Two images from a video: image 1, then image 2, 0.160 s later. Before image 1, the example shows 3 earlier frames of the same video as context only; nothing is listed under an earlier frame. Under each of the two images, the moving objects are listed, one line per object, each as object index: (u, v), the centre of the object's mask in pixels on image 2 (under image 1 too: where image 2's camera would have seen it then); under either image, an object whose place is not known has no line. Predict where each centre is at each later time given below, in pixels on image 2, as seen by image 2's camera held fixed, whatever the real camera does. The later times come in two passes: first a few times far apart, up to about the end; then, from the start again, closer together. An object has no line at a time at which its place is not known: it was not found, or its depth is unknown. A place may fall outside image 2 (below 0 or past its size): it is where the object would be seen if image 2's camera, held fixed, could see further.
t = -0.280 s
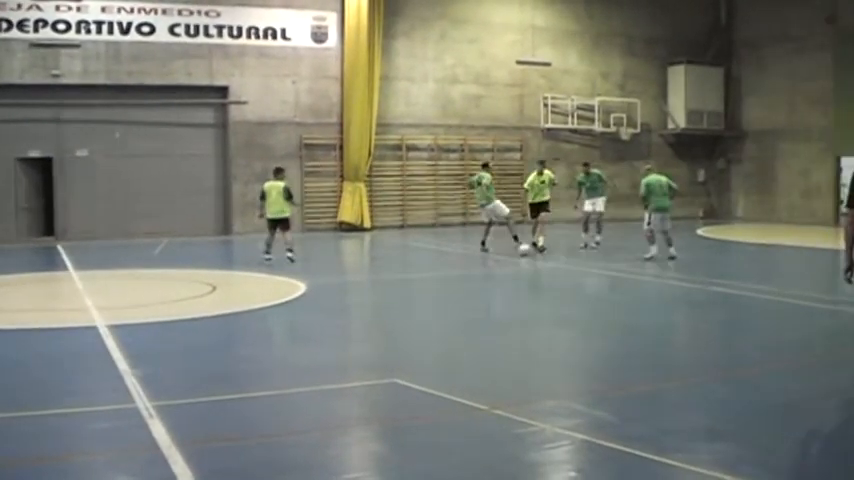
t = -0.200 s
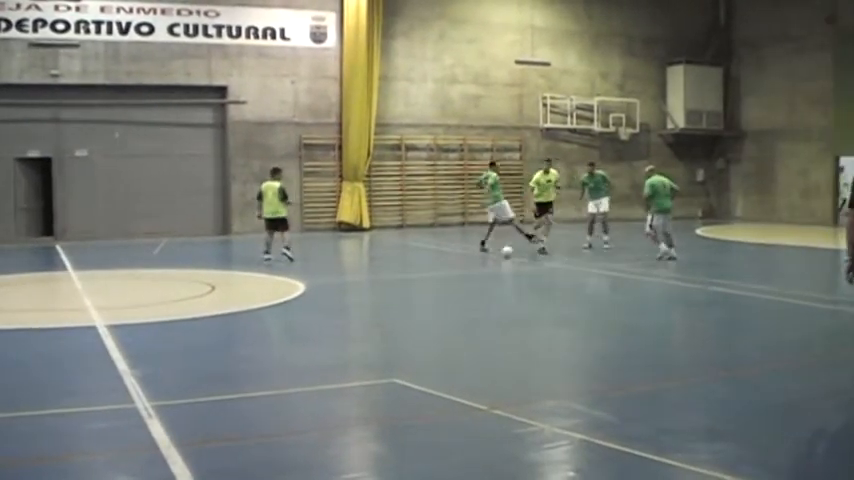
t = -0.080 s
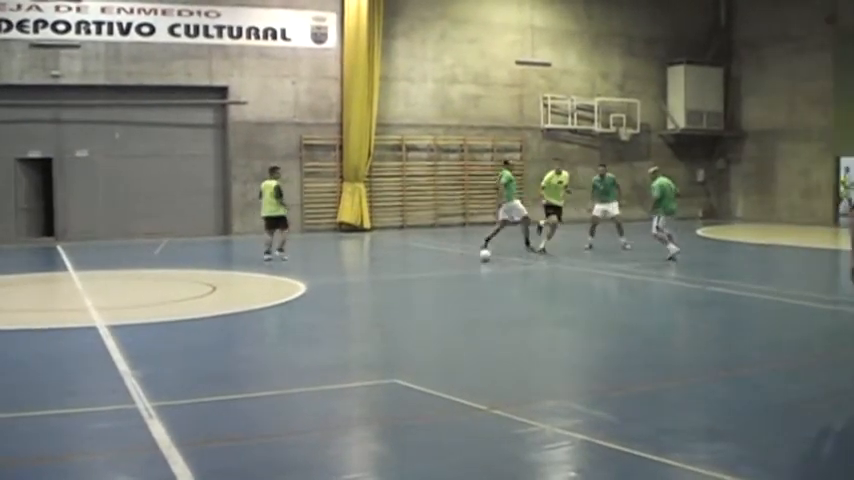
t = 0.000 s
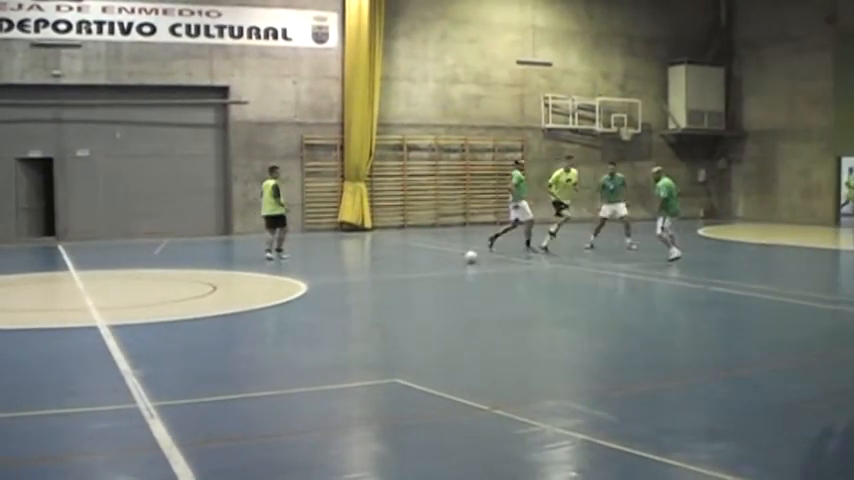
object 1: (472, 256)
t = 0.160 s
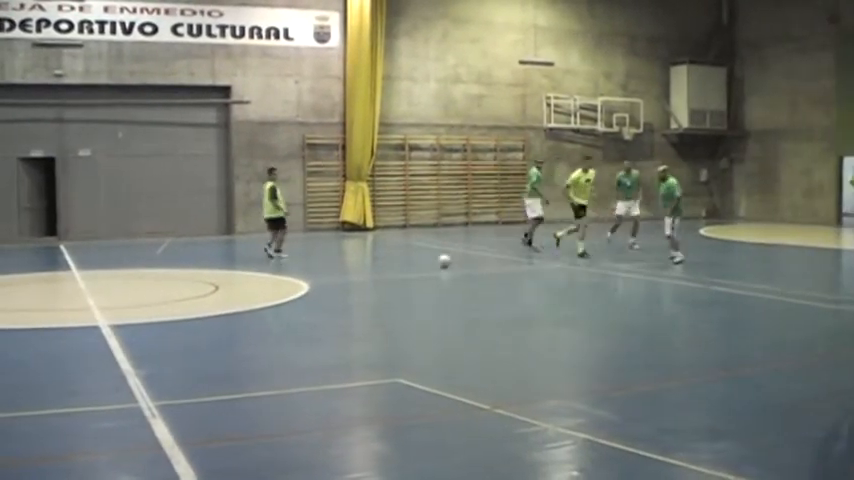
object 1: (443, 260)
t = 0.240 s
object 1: (430, 263)
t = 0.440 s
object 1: (396, 266)
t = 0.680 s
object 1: (349, 273)
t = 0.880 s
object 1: (308, 279)
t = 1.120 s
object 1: (253, 287)
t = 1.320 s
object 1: (201, 293)
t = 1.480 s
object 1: (157, 302)
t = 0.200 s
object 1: (437, 261)
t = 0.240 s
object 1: (430, 263)
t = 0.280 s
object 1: (424, 263)
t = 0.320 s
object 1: (417, 263)
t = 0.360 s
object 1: (409, 265)
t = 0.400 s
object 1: (402, 266)
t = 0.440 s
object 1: (396, 266)
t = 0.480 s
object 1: (388, 268)
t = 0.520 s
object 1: (381, 269)
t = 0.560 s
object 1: (373, 270)
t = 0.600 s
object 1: (364, 271)
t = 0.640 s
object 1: (357, 273)
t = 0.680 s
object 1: (349, 273)
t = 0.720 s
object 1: (341, 274)
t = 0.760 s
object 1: (333, 277)
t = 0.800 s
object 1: (325, 277)
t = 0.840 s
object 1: (315, 278)
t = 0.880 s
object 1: (308, 279)
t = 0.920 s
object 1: (300, 280)
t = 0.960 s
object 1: (291, 282)
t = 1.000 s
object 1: (281, 286)
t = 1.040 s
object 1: (272, 289)
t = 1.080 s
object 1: (262, 288)
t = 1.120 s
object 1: (253, 287)
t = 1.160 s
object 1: (242, 289)
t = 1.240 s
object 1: (221, 294)
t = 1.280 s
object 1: (212, 292)
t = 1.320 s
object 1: (201, 293)
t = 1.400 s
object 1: (180, 300)
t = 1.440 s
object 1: (169, 300)
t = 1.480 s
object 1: (157, 302)
